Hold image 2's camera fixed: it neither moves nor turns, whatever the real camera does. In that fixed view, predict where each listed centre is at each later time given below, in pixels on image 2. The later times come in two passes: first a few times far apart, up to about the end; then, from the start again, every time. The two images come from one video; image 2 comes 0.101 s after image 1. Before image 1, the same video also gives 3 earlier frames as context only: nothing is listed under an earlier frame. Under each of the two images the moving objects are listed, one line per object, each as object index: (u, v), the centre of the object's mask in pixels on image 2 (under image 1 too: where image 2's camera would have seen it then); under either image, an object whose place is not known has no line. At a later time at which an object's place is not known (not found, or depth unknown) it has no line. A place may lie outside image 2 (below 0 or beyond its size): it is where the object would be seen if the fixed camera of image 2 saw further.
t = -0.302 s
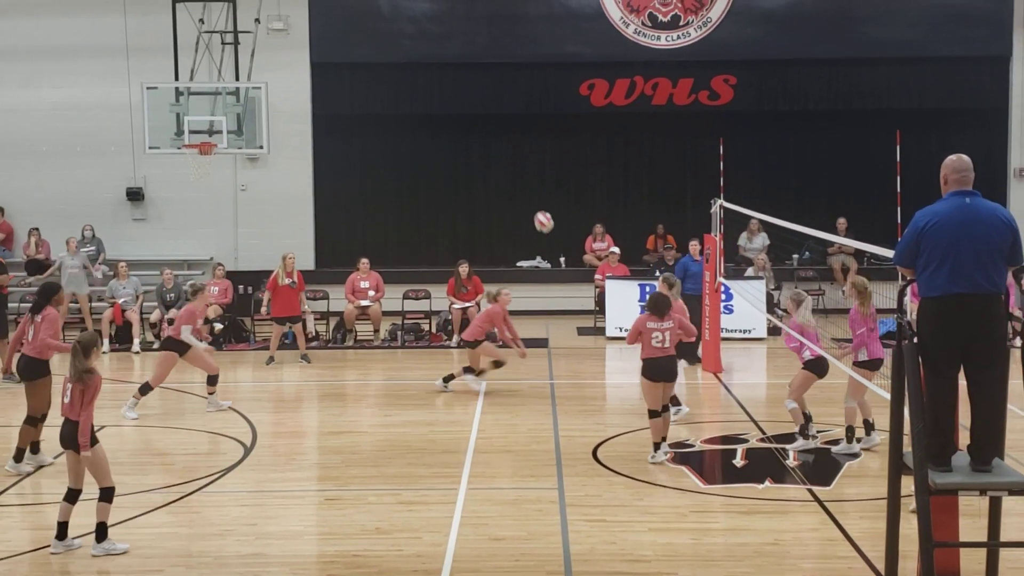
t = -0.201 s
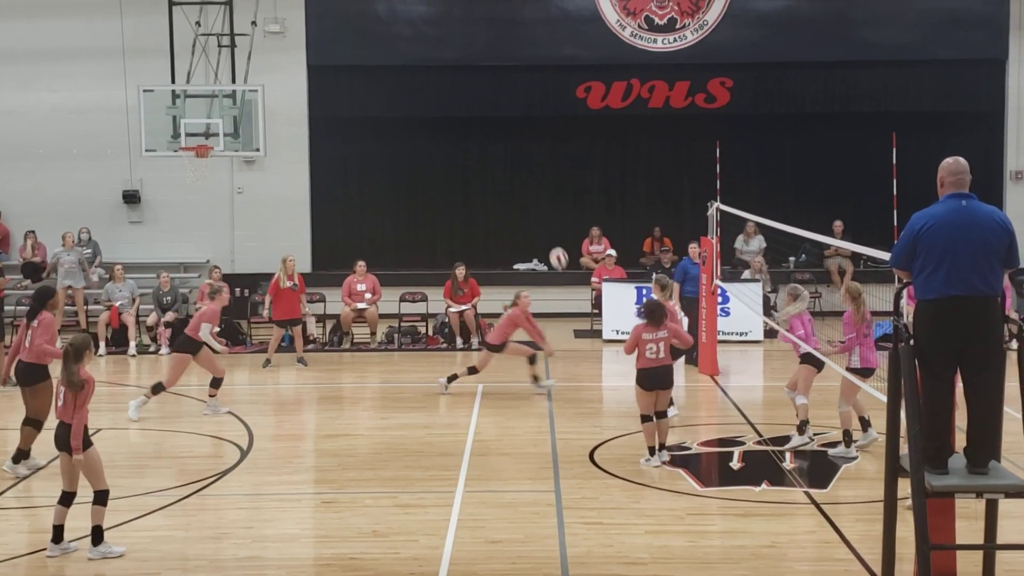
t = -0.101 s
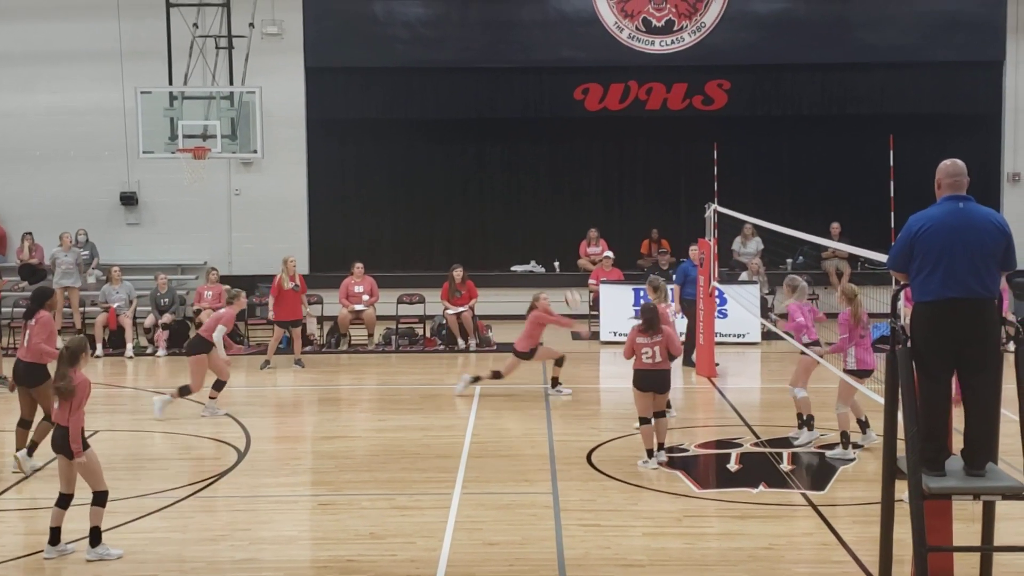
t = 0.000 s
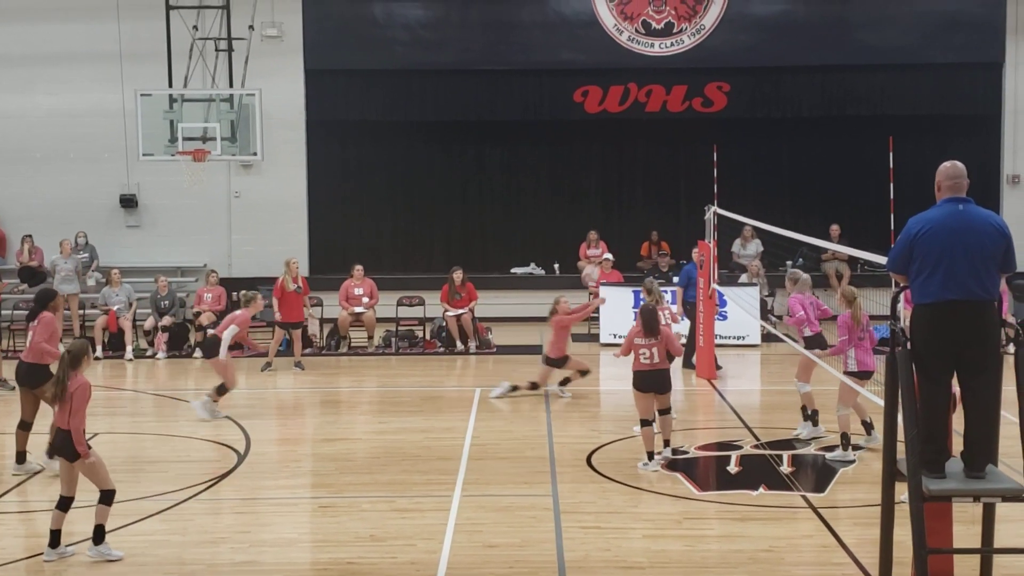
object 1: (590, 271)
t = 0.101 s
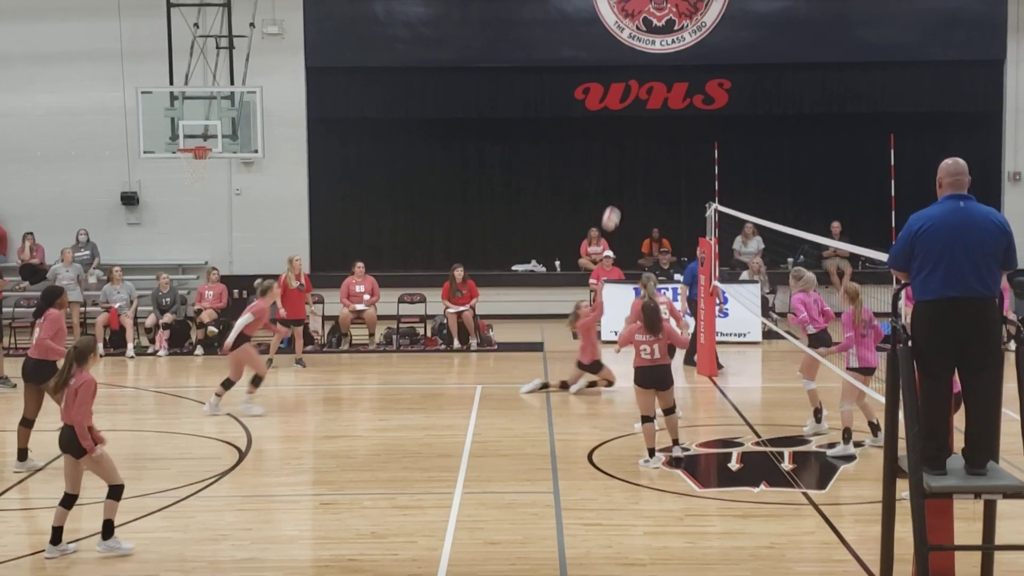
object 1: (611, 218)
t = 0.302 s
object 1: (649, 133)
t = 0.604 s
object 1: (710, 68)
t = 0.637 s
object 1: (718, 65)
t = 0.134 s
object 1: (617, 202)
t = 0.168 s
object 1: (623, 186)
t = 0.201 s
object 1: (630, 172)
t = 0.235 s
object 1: (637, 158)
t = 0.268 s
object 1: (643, 145)
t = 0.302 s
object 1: (649, 133)
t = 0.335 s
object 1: (655, 122)
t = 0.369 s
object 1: (662, 113)
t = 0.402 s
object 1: (669, 103)
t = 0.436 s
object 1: (676, 94)
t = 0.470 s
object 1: (682, 87)
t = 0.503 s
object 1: (689, 81)
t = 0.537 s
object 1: (696, 76)
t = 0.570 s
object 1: (703, 71)
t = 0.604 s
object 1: (710, 68)
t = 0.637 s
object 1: (718, 65)
